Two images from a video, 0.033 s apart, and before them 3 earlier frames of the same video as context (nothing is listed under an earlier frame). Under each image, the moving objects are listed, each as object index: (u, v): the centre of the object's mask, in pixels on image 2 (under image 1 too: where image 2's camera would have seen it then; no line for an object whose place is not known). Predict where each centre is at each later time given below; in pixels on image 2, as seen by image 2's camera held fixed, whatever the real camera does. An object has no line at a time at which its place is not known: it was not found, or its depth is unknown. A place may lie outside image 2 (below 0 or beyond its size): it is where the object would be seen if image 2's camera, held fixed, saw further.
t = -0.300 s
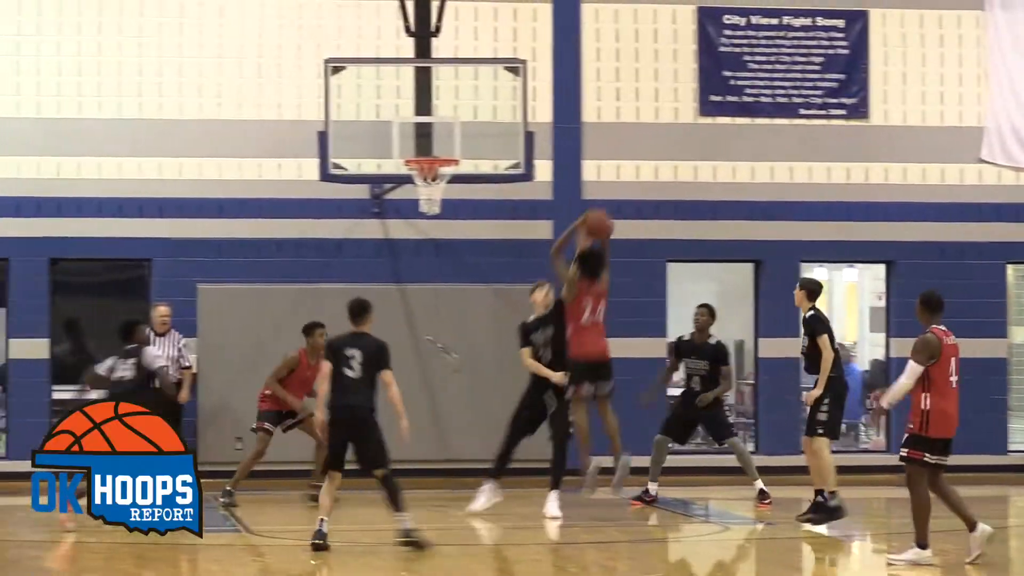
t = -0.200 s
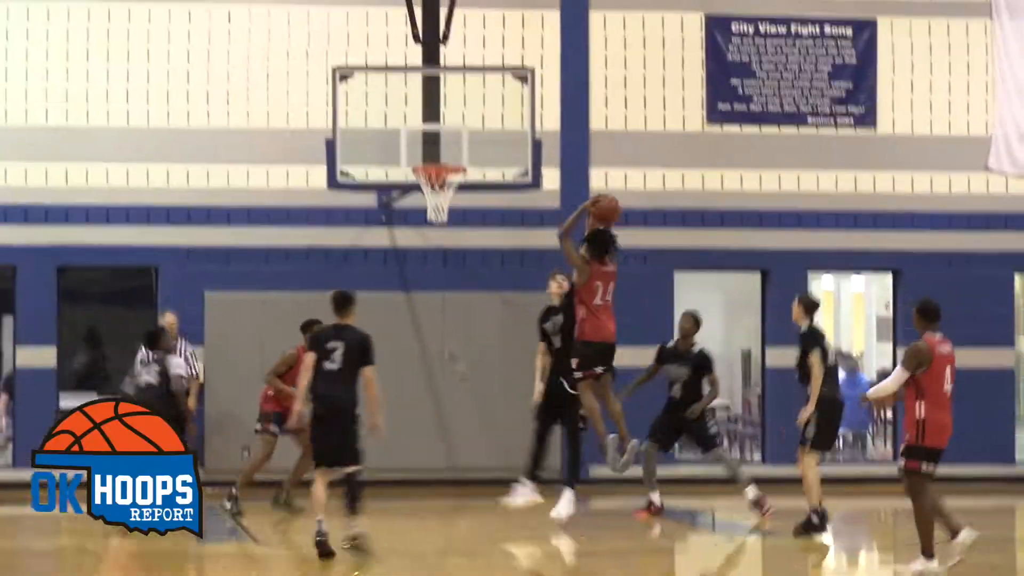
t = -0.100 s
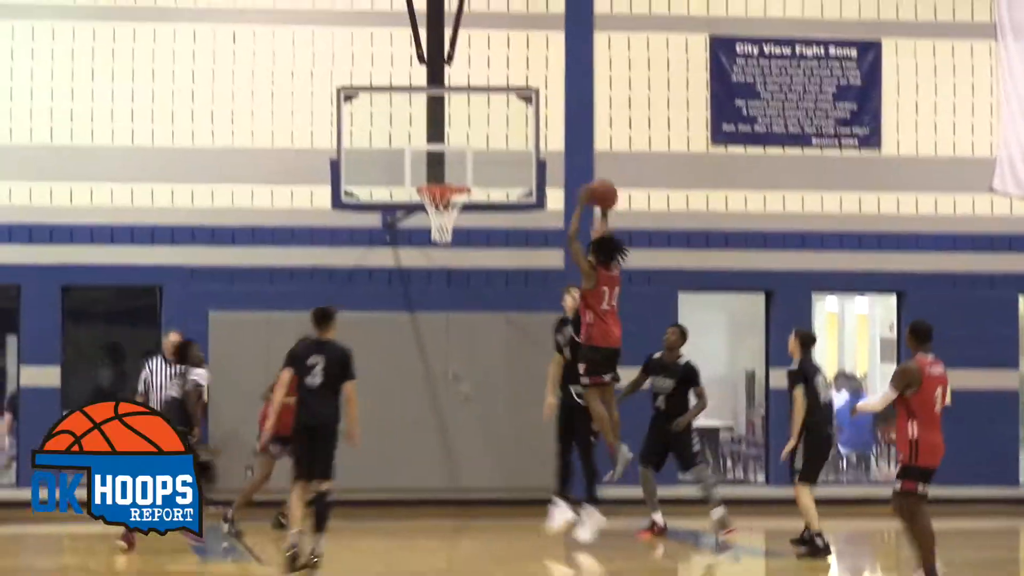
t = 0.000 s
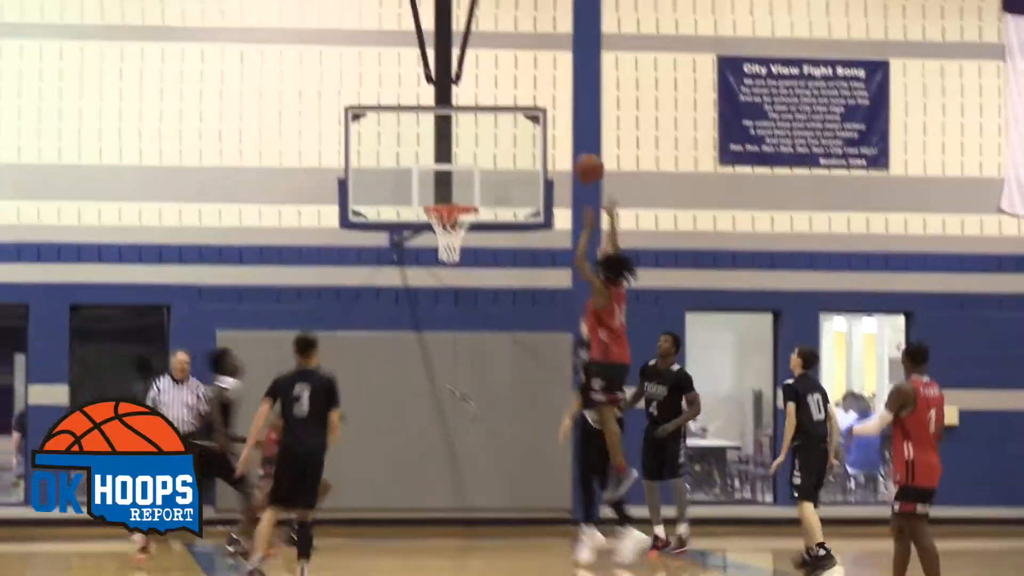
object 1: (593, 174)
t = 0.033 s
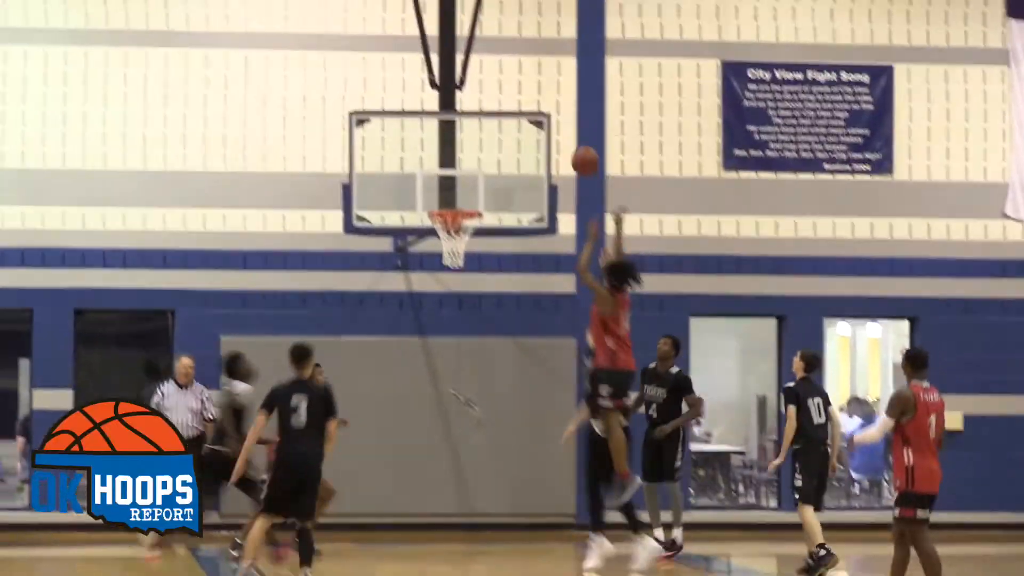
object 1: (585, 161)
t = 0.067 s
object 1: (577, 150)
